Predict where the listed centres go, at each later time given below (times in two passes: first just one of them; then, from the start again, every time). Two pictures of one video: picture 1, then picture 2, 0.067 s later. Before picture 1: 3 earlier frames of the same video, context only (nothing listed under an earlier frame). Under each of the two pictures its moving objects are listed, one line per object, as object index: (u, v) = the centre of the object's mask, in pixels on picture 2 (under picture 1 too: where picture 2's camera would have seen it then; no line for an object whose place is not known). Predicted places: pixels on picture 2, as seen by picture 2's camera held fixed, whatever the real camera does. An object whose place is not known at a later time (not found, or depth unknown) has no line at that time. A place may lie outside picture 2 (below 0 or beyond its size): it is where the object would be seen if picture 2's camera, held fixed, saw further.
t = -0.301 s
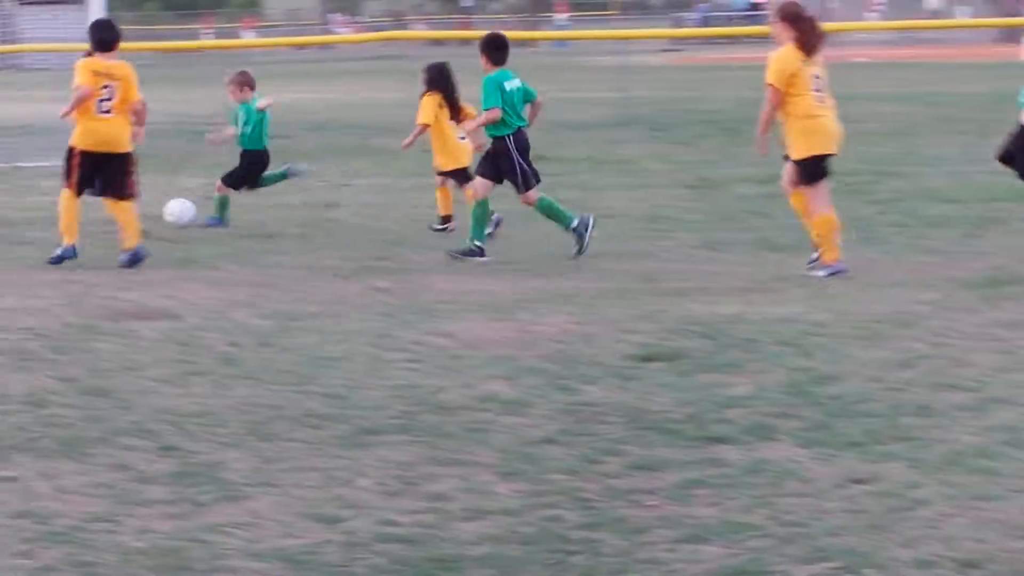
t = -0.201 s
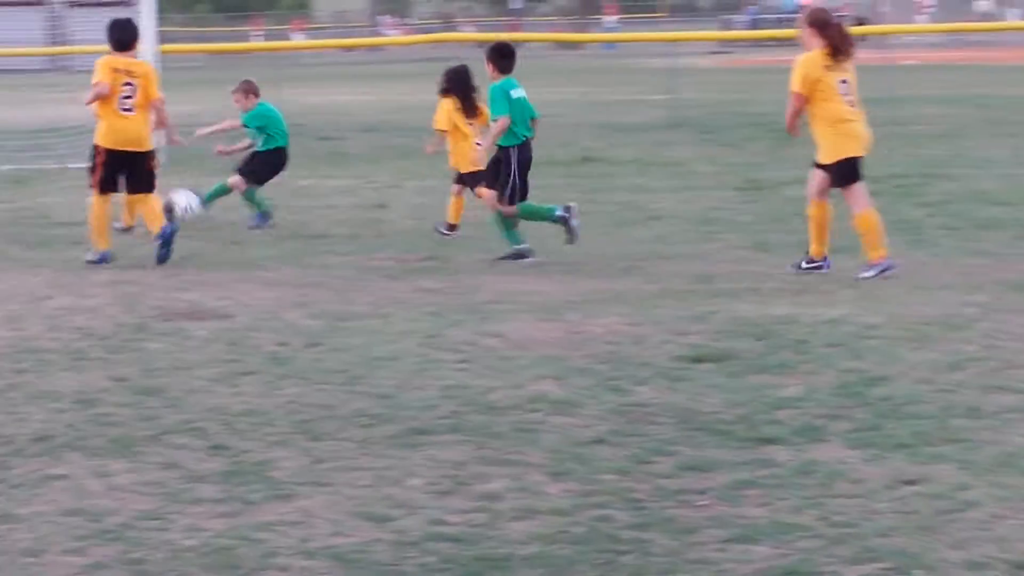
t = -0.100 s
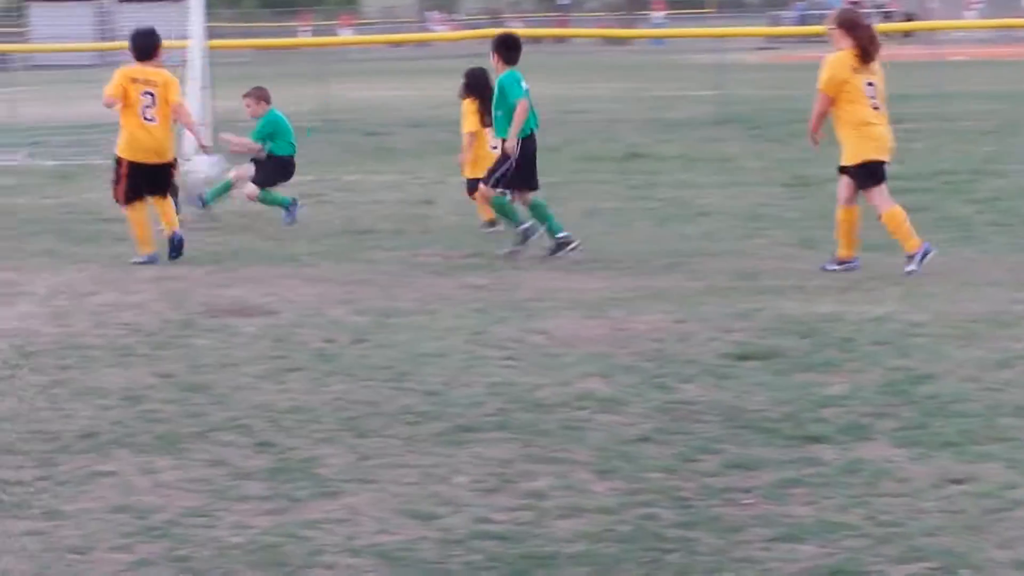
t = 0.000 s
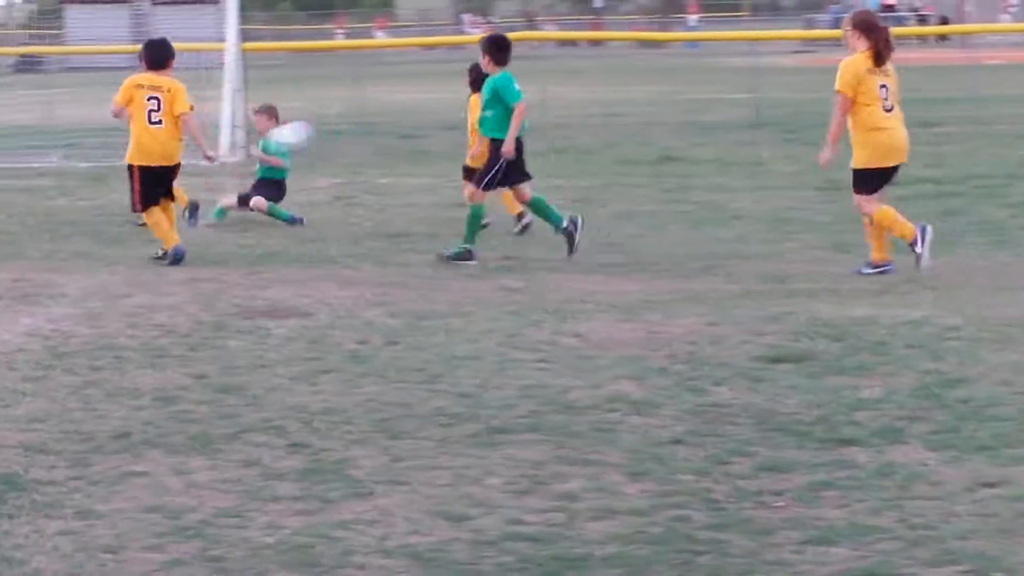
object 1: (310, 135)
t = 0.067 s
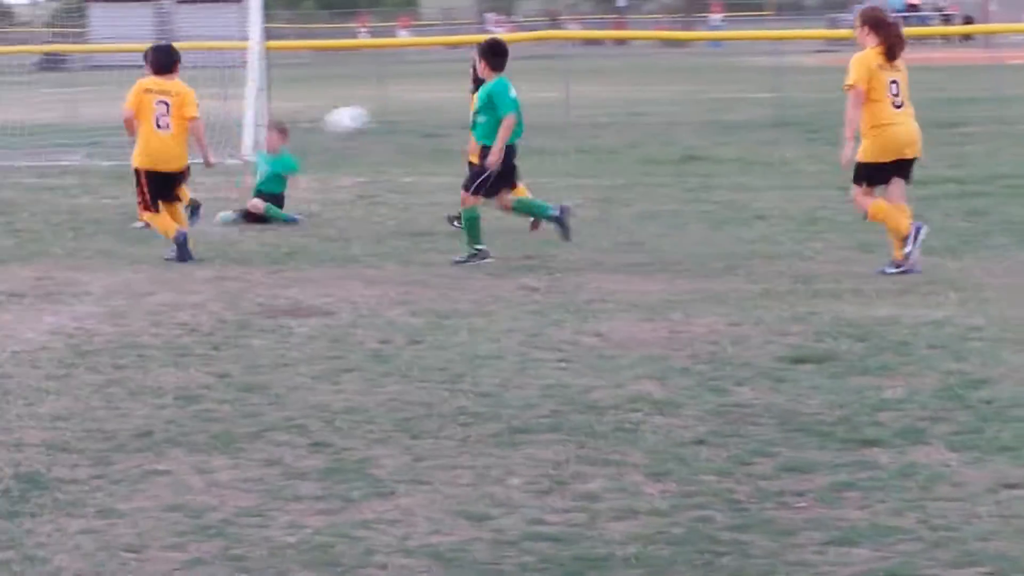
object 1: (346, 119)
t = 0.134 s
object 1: (380, 108)
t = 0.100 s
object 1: (362, 114)
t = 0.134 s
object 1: (380, 108)
